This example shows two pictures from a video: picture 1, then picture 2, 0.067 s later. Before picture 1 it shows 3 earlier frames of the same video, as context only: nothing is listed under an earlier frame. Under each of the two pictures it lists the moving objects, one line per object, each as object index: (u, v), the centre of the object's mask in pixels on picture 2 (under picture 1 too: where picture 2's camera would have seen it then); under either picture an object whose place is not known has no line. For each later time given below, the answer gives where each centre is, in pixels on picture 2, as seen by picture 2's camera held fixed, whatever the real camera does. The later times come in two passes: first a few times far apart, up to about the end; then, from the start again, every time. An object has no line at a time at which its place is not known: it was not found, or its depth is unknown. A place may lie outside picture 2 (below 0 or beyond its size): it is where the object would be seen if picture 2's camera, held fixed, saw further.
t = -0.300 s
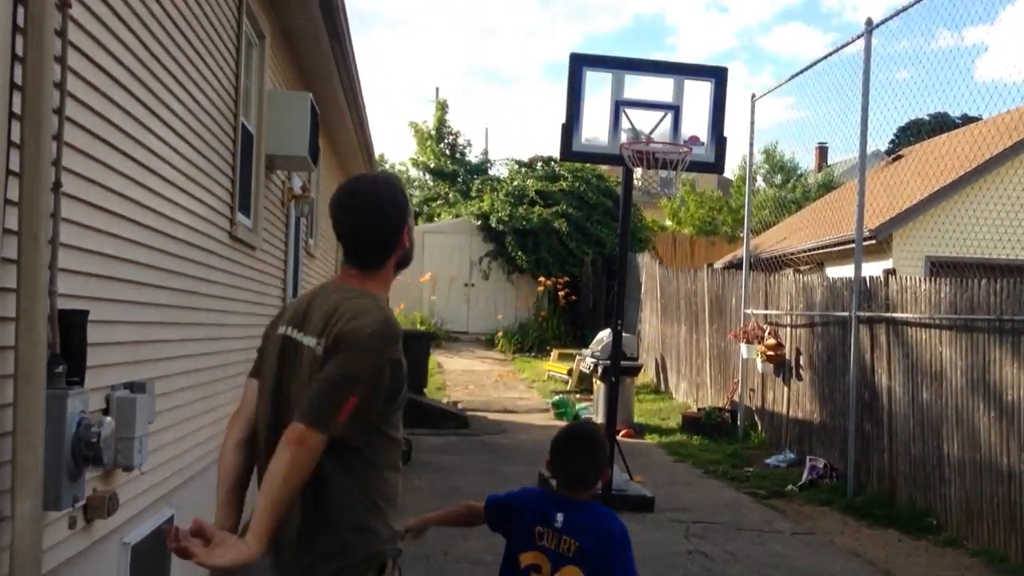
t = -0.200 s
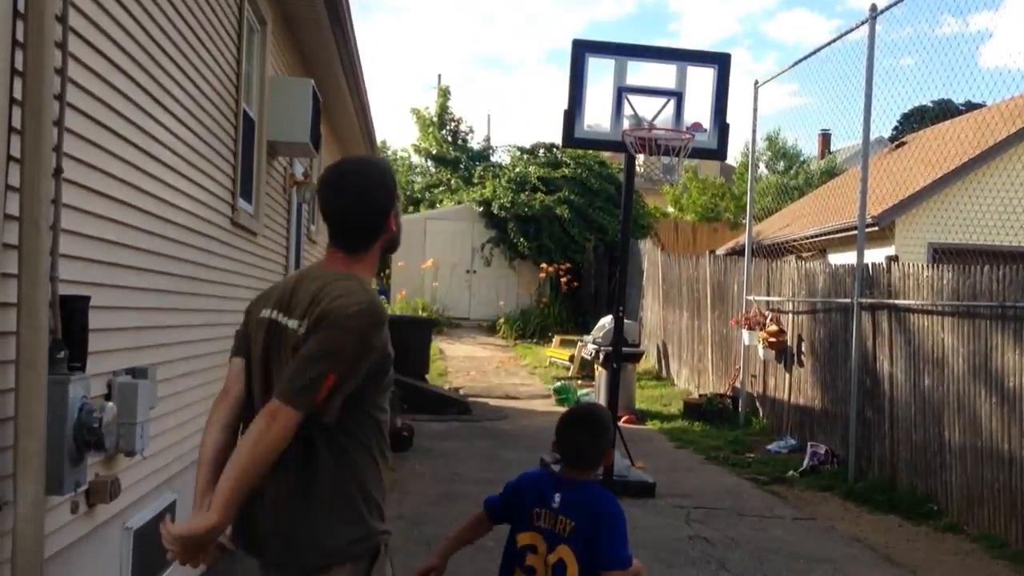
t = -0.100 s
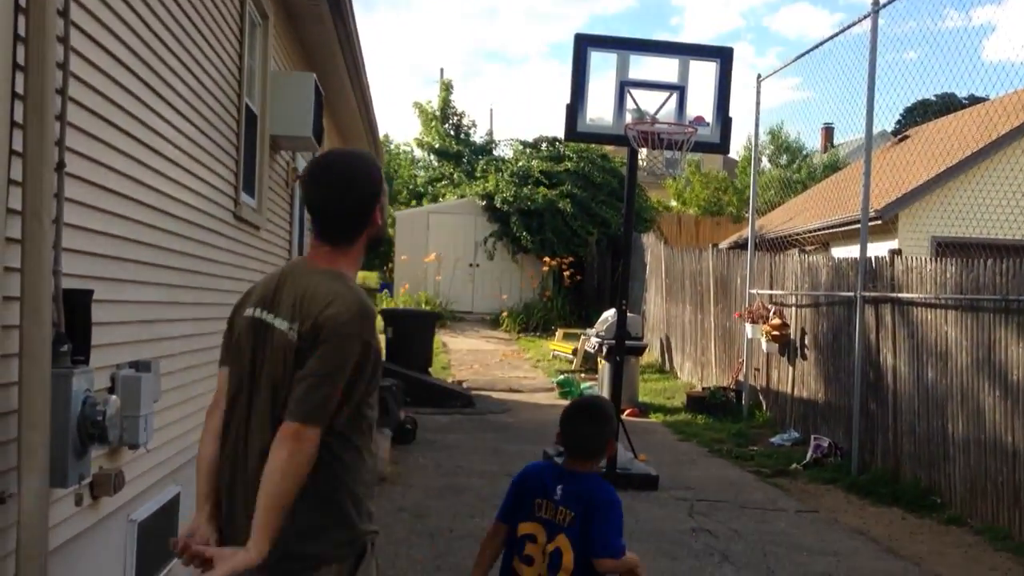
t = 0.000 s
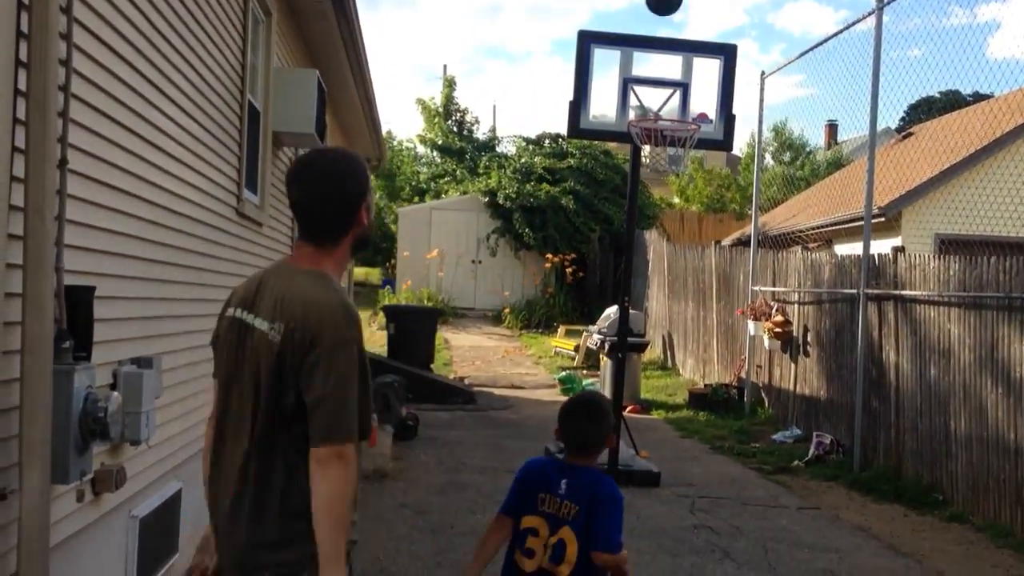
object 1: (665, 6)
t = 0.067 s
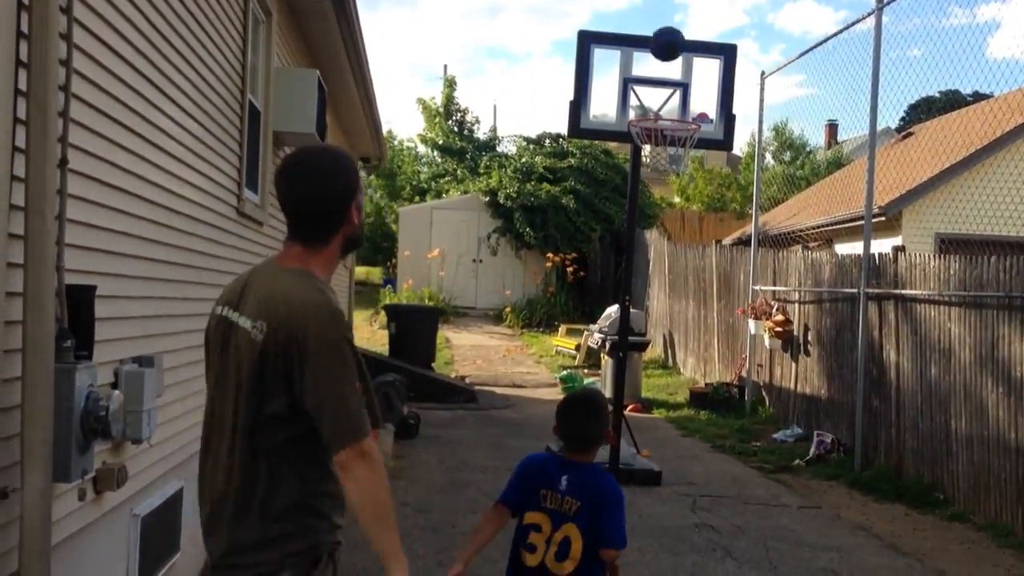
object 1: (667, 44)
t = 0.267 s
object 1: (682, 70)
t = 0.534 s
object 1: (717, 21)
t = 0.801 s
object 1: (748, 68)
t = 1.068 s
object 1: (775, 225)
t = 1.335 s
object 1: (806, 494)
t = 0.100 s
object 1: (668, 68)
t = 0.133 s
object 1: (670, 92)
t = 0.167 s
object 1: (671, 110)
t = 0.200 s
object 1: (675, 100)
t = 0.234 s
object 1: (679, 84)
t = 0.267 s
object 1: (682, 70)
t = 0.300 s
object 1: (687, 59)
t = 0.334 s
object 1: (692, 48)
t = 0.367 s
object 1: (696, 37)
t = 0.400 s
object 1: (702, 29)
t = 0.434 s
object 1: (706, 25)
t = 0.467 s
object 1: (710, 22)
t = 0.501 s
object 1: (713, 21)
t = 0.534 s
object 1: (717, 21)
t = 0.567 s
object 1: (721, 22)
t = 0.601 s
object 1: (725, 24)
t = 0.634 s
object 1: (730, 26)
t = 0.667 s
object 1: (734, 30)
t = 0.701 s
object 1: (736, 36)
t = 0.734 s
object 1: (741, 45)
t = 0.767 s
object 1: (745, 56)
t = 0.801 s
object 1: (748, 68)
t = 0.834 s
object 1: (750, 81)
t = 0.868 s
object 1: (754, 96)
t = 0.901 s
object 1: (760, 113)
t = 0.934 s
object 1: (763, 132)
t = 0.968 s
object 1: (766, 152)
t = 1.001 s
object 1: (770, 175)
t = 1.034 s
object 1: (773, 199)
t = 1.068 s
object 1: (775, 225)
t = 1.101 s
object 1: (779, 253)
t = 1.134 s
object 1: (783, 281)
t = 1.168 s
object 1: (786, 311)
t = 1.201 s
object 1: (790, 344)
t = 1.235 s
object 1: (793, 379)
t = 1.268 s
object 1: (797, 415)
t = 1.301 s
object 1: (800, 456)
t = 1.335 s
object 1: (806, 494)
